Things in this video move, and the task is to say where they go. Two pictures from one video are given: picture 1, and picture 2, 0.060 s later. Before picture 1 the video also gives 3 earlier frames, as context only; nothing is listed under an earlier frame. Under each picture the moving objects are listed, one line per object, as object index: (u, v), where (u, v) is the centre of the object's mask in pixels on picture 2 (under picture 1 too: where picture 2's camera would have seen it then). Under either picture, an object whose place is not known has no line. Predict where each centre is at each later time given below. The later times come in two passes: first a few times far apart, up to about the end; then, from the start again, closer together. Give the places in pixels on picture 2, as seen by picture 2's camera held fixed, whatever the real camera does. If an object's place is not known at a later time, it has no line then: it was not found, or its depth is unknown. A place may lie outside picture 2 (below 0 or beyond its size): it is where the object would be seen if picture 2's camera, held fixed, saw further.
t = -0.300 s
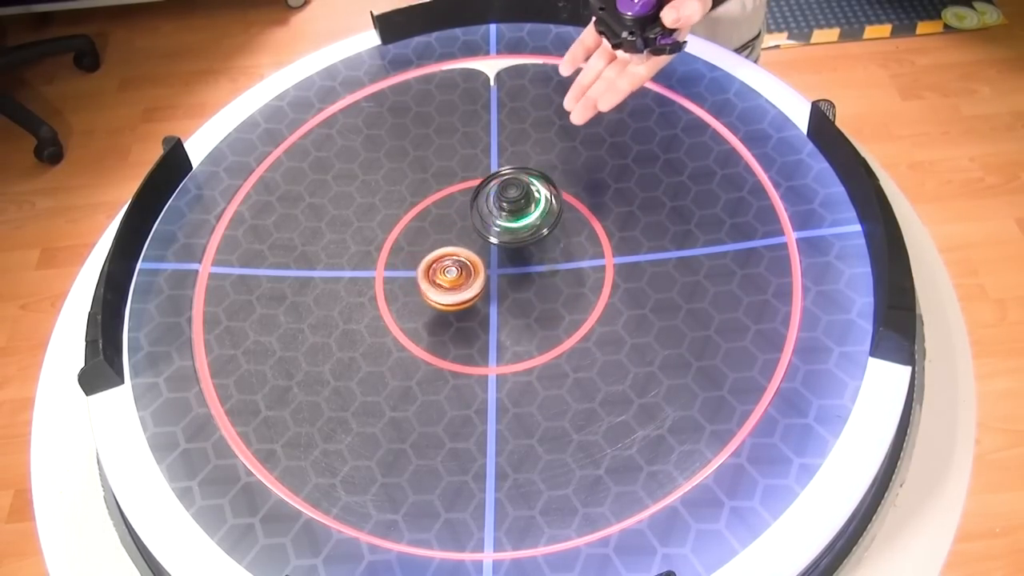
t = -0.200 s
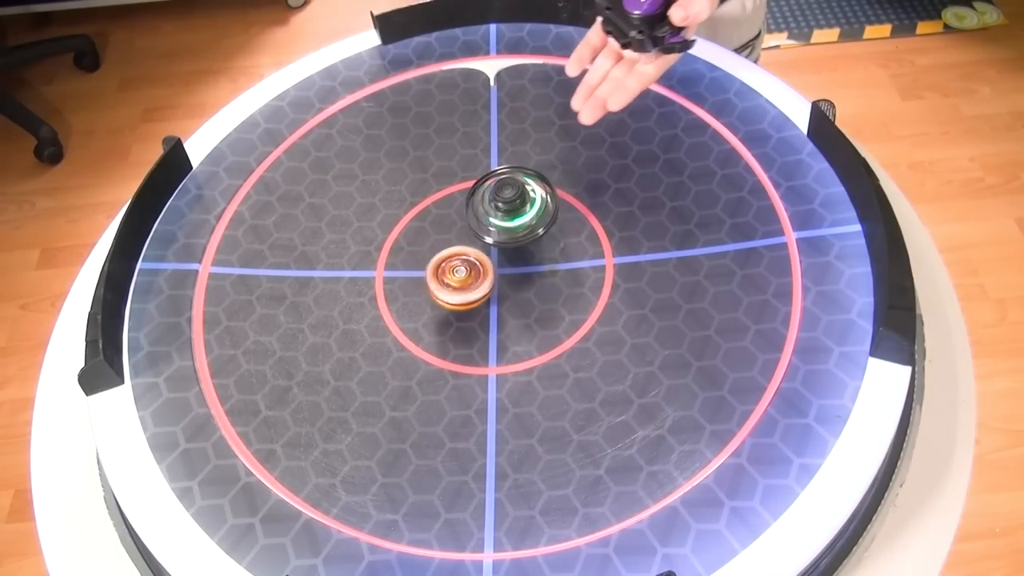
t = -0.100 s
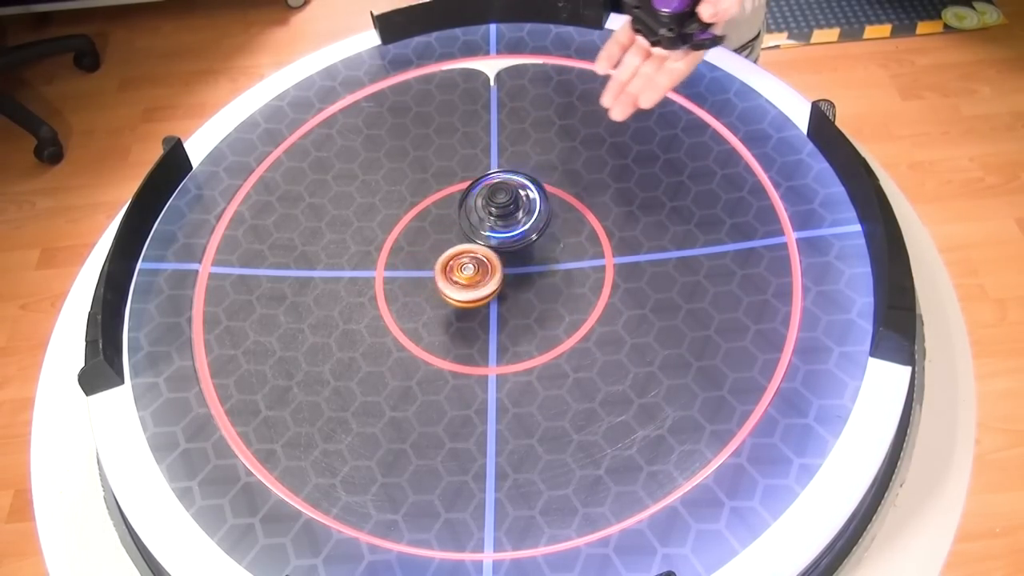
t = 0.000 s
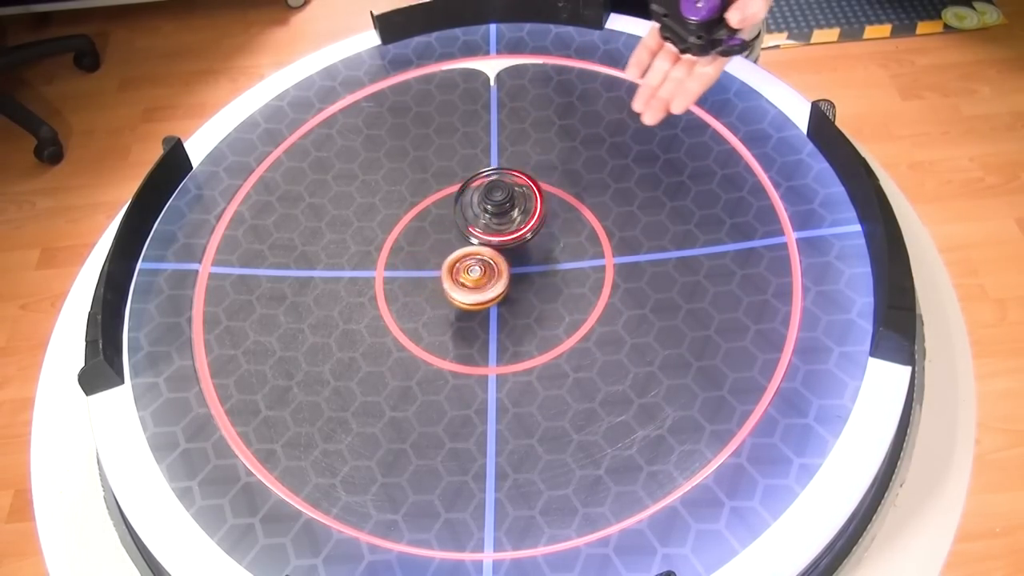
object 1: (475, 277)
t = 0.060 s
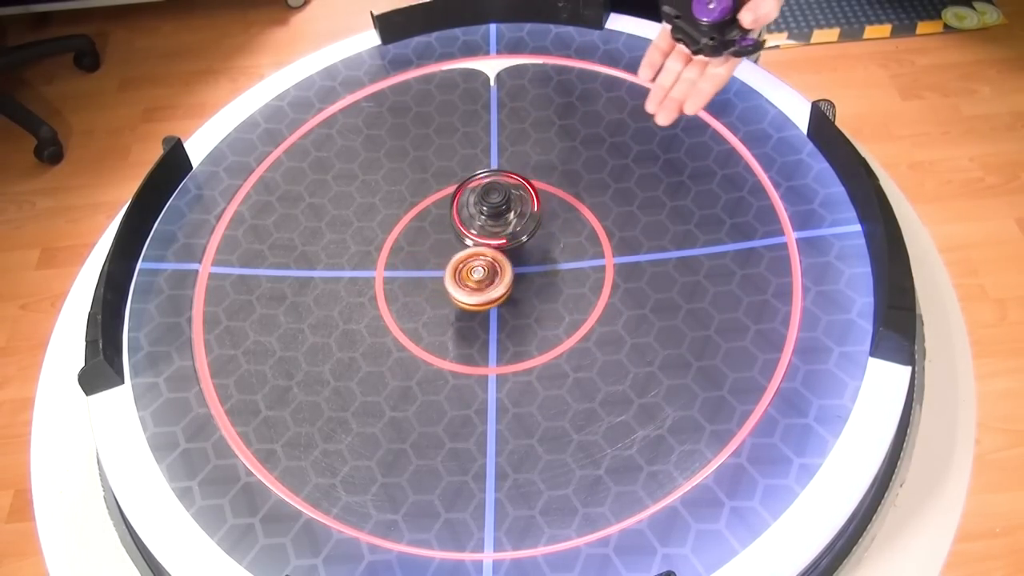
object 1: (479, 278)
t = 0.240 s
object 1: (487, 290)
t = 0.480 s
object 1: (499, 290)
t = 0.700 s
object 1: (504, 277)
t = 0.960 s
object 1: (501, 257)
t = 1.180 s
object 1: (493, 240)
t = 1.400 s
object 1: (484, 225)
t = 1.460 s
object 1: (482, 223)
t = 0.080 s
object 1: (479, 279)
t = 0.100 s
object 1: (480, 280)
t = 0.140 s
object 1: (482, 283)
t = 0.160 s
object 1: (483, 285)
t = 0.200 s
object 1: (485, 288)
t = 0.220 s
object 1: (486, 289)
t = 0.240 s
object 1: (487, 290)
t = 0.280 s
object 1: (489, 291)
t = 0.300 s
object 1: (490, 292)
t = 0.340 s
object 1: (493, 293)
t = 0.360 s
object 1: (493, 293)
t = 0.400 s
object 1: (495, 293)
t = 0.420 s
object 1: (496, 292)
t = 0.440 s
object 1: (498, 292)
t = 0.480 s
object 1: (499, 290)
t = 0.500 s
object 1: (499, 289)
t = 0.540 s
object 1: (499, 286)
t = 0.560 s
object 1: (499, 285)
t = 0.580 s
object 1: (500, 284)
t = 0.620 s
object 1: (502, 282)
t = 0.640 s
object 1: (503, 281)
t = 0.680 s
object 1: (504, 278)
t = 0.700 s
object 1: (504, 277)
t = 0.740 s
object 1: (503, 274)
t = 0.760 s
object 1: (503, 272)
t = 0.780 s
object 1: (503, 271)
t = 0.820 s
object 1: (502, 268)
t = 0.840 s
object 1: (502, 267)
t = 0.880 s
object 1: (502, 263)
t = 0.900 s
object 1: (501, 262)
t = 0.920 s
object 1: (500, 260)
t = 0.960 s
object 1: (501, 257)
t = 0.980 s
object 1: (500, 255)
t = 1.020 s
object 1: (499, 252)
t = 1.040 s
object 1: (499, 250)
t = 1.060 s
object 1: (498, 249)
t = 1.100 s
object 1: (496, 245)
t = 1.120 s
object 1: (495, 244)
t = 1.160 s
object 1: (493, 241)
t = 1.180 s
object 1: (493, 240)
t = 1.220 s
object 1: (492, 236)
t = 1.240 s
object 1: (492, 235)
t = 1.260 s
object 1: (492, 233)
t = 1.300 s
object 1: (490, 230)
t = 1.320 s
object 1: (489, 229)
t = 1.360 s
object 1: (487, 227)
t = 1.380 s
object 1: (486, 226)
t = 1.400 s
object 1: (484, 225)
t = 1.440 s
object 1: (483, 224)
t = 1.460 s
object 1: (482, 223)
